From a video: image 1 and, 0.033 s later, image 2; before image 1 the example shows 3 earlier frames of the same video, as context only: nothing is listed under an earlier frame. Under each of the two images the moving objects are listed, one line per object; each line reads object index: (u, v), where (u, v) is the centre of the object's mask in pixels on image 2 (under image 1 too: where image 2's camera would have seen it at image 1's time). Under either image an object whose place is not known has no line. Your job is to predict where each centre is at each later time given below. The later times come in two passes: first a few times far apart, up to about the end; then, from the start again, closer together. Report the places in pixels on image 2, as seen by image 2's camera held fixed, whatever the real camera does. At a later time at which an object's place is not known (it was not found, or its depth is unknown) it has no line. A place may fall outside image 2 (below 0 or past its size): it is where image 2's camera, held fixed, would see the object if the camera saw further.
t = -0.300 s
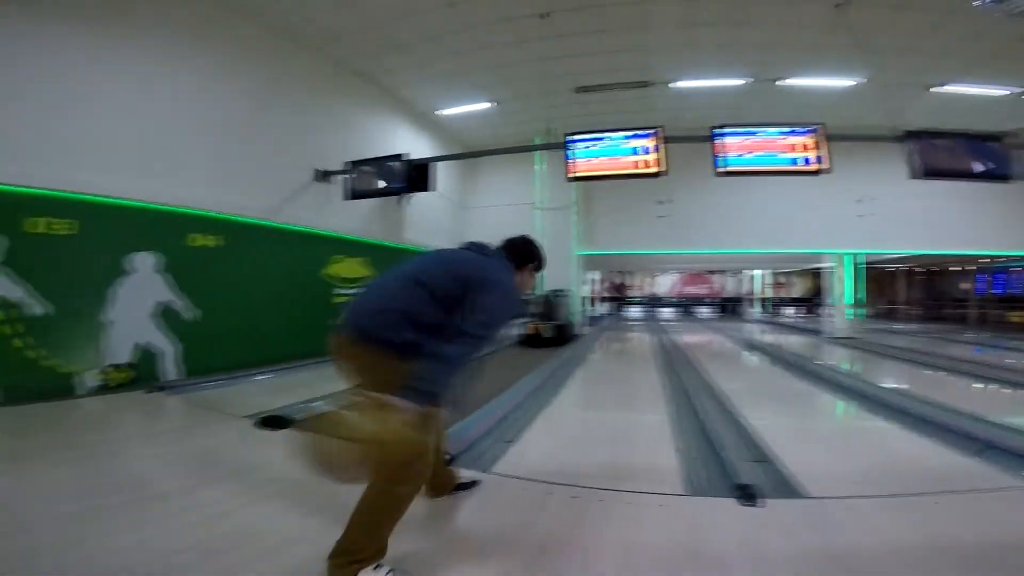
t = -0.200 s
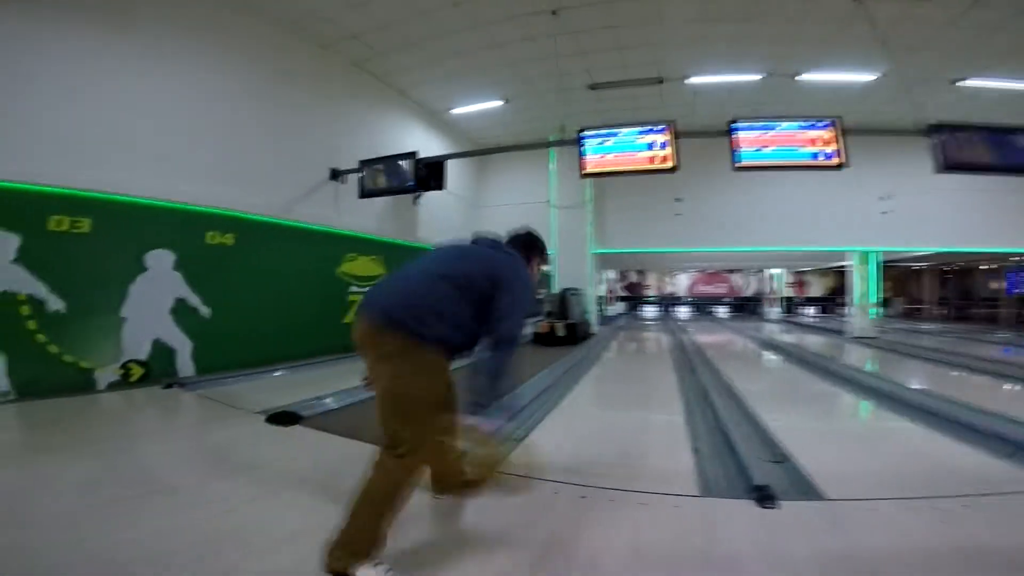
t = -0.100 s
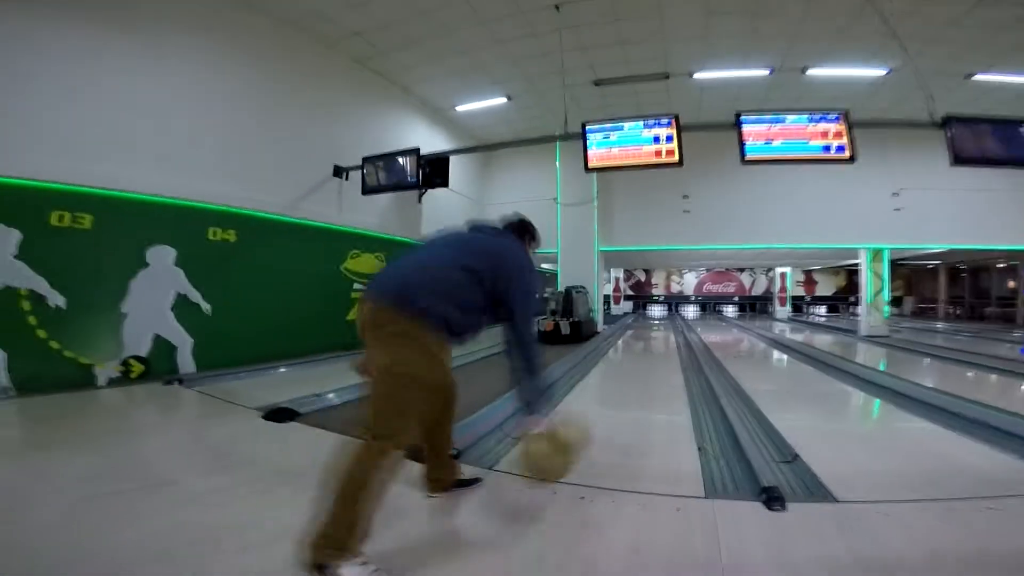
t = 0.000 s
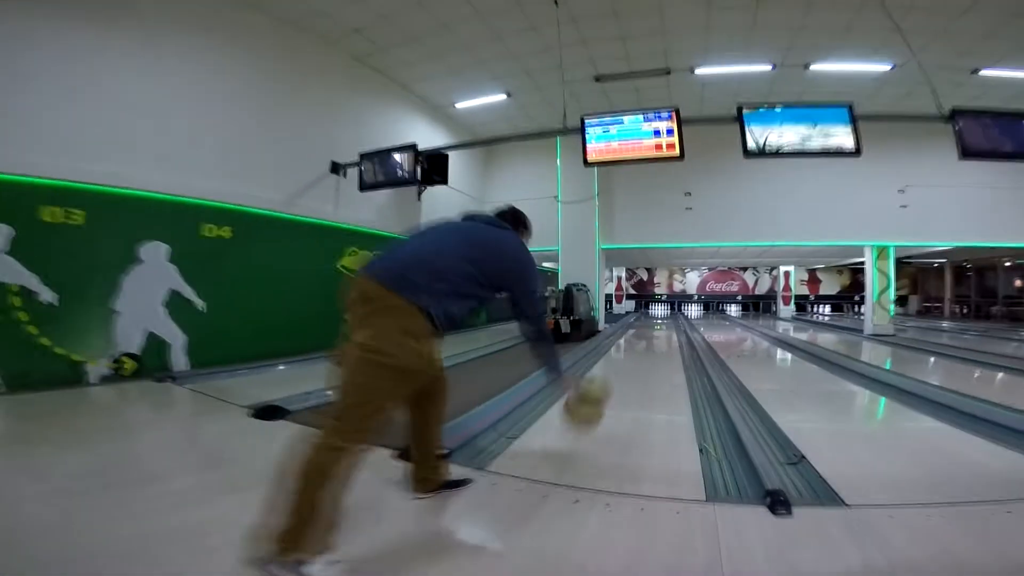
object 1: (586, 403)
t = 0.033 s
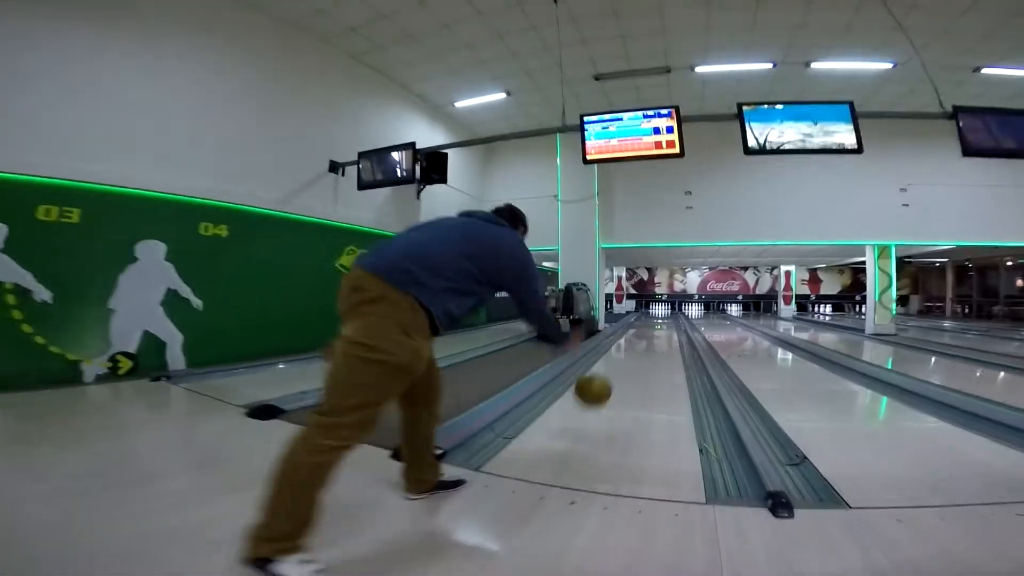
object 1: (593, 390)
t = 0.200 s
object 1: (613, 369)
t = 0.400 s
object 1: (627, 359)
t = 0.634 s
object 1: (636, 341)
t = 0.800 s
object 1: (641, 334)
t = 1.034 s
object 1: (644, 328)
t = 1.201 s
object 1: (646, 325)
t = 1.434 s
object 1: (651, 320)
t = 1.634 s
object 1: (653, 317)
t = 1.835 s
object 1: (653, 316)
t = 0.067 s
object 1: (601, 378)
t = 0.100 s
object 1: (604, 376)
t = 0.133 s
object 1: (609, 372)
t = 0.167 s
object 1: (613, 369)
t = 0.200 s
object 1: (613, 369)
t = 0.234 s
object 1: (616, 369)
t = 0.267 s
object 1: (620, 371)
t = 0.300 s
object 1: (621, 370)
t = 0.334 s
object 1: (624, 366)
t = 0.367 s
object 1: (626, 361)
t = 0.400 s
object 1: (627, 359)
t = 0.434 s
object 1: (629, 356)
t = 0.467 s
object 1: (631, 352)
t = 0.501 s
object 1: (631, 351)
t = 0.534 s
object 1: (632, 349)
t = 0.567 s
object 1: (634, 346)
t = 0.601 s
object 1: (634, 345)
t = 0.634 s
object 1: (636, 341)
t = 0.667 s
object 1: (637, 340)
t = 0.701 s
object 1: (638, 339)
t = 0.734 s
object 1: (638, 338)
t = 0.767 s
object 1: (640, 336)
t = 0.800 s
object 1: (641, 334)
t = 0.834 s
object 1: (642, 333)
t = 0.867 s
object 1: (641, 333)
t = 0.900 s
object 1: (642, 332)
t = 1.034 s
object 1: (644, 328)
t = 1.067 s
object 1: (645, 328)
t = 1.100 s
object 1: (645, 327)
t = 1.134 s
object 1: (646, 326)
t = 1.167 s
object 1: (646, 325)
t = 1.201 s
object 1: (646, 325)
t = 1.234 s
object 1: (647, 324)
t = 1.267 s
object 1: (647, 324)
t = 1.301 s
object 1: (648, 324)
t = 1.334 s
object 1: (649, 322)
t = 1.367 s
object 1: (649, 321)
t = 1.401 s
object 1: (650, 321)
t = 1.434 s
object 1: (651, 320)
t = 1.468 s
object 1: (650, 320)
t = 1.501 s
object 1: (651, 320)
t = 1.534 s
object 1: (650, 319)
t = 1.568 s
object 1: (651, 319)
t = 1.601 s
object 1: (651, 319)
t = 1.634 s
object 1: (653, 317)
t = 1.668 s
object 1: (652, 318)
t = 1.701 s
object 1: (652, 318)
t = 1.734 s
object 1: (652, 317)
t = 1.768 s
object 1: (654, 317)
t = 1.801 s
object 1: (653, 317)
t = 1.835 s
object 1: (653, 316)
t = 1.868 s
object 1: (653, 316)
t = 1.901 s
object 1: (652, 316)
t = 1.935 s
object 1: (652, 316)
